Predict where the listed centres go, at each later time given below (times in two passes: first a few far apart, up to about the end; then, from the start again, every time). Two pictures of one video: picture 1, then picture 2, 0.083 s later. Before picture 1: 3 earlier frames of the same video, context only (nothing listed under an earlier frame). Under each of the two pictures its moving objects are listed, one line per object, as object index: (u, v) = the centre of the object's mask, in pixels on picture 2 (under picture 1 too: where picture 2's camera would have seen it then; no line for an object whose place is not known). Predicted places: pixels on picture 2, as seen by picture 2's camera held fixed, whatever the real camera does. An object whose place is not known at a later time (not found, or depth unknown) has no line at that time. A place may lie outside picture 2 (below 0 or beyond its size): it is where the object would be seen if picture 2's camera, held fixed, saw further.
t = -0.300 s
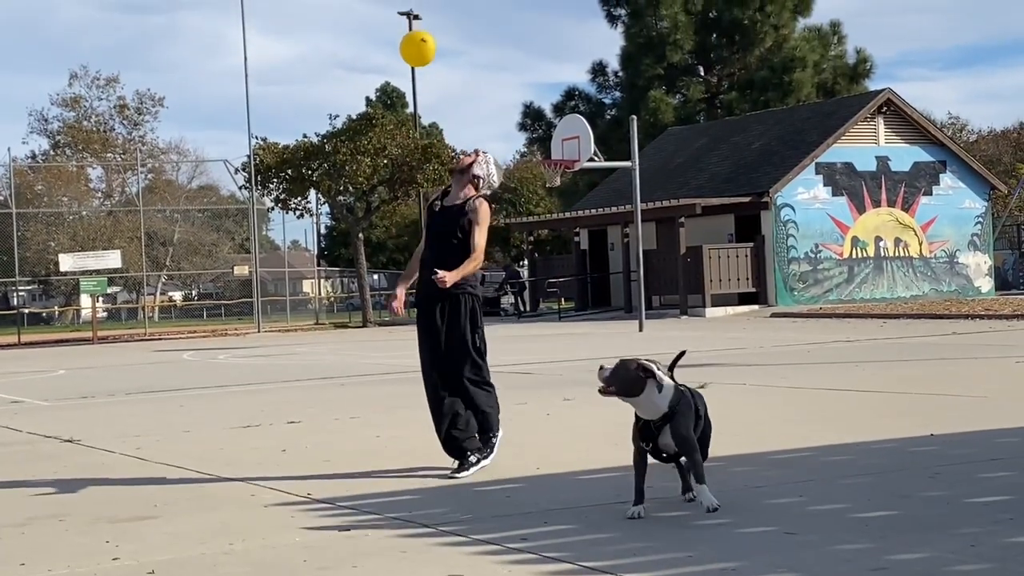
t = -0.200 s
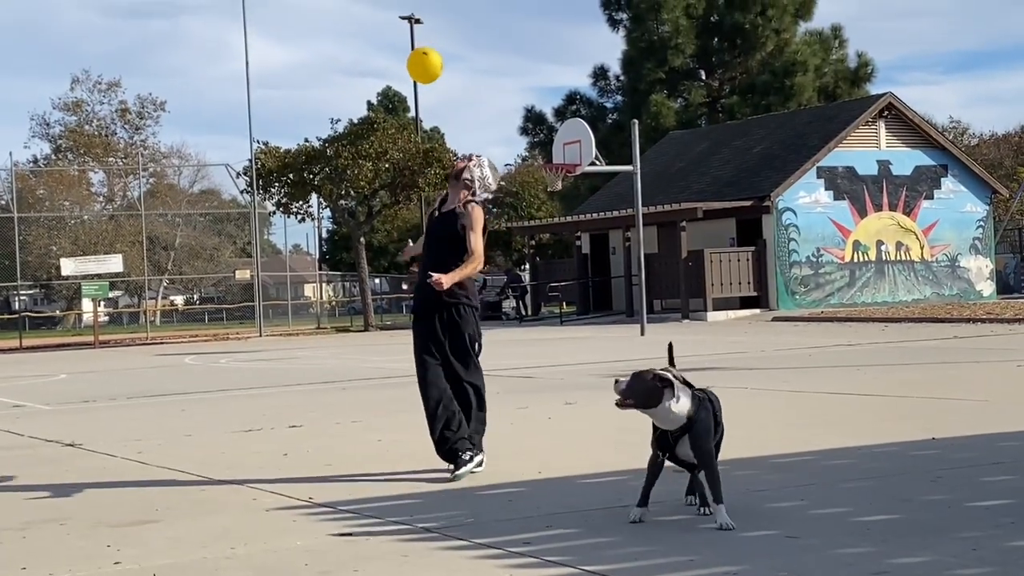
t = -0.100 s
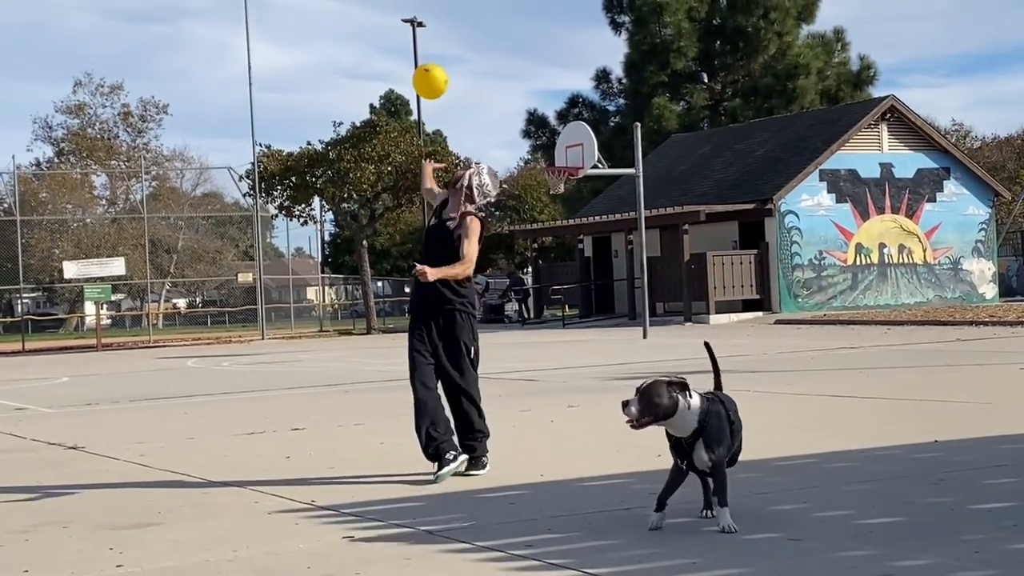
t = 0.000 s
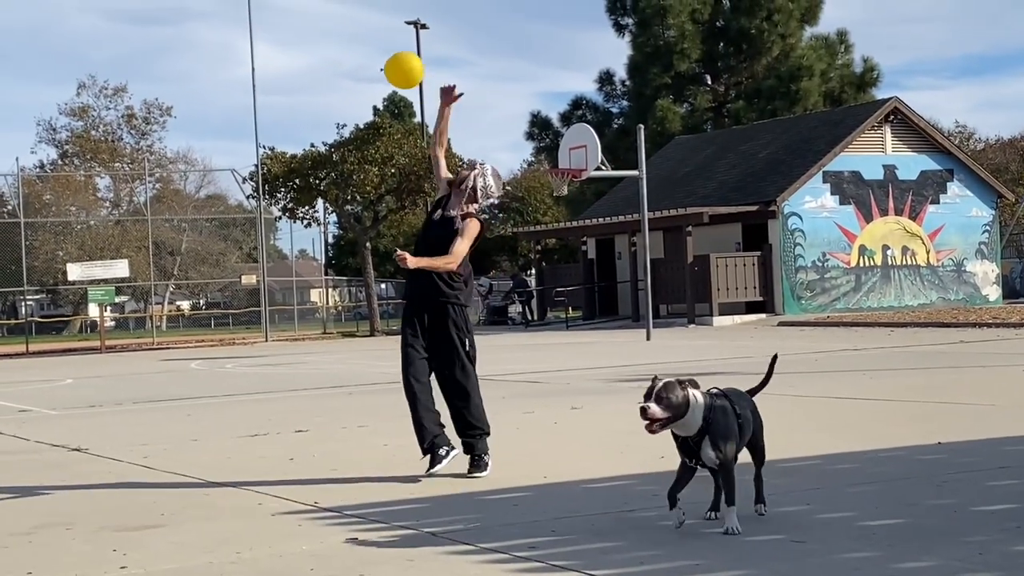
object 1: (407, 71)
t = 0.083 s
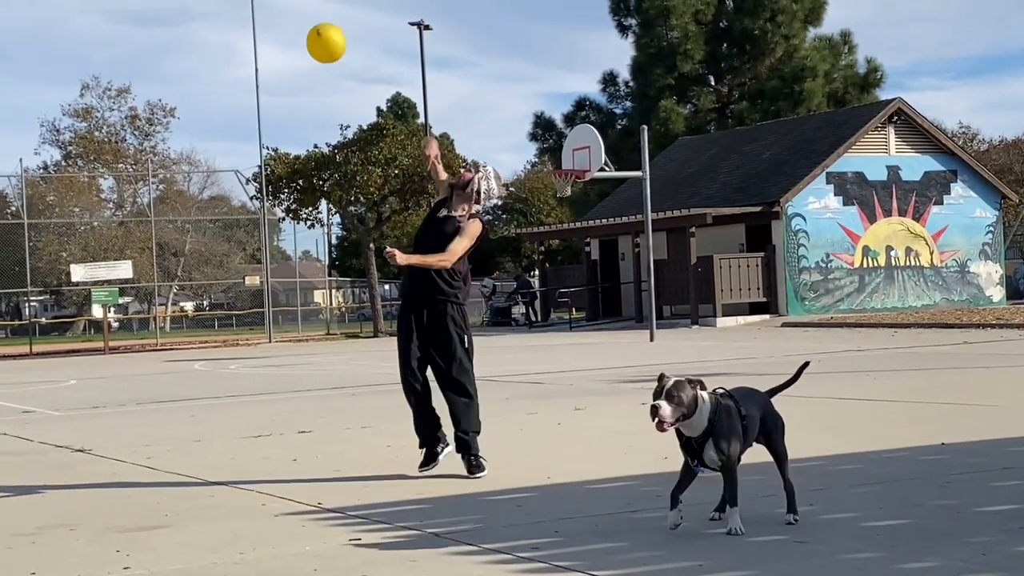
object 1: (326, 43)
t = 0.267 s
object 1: (199, 49)
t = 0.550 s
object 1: (86, 89)
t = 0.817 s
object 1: (25, 135)
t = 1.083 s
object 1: (-8, 180)
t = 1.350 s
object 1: (-21, 229)
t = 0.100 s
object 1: (312, 40)
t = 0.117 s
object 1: (298, 38)
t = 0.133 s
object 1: (284, 37)
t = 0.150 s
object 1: (271, 37)
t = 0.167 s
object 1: (258, 38)
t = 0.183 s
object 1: (246, 40)
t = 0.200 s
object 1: (235, 41)
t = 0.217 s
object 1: (225, 43)
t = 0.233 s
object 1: (215, 46)
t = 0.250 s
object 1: (207, 47)
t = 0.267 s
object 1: (199, 49)
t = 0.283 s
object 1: (190, 50)
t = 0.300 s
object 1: (182, 52)
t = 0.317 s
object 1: (174, 54)
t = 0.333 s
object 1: (167, 57)
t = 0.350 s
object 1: (158, 59)
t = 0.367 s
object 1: (151, 62)
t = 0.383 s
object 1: (143, 65)
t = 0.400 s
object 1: (137, 67)
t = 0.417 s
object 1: (130, 69)
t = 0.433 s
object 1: (124, 72)
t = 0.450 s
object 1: (118, 75)
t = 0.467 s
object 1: (112, 78)
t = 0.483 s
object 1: (107, 80)
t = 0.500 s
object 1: (102, 82)
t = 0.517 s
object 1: (97, 84)
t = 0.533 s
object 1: (91, 86)
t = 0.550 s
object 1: (86, 89)
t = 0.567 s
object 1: (81, 91)
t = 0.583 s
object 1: (76, 94)
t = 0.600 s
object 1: (71, 97)
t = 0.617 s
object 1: (66, 100)
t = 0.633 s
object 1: (61, 103)
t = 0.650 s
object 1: (56, 106)
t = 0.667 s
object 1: (52, 109)
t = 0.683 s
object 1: (48, 112)
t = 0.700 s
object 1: (45, 115)
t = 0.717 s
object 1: (42, 118)
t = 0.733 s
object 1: (38, 121)
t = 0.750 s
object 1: (35, 124)
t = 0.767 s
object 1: (32, 127)
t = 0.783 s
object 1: (30, 130)
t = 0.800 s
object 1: (27, 132)
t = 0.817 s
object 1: (25, 135)
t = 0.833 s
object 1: (22, 137)
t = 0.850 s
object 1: (19, 140)
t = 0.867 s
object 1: (17, 142)
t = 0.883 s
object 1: (14, 145)
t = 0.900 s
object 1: (11, 148)
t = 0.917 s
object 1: (9, 151)
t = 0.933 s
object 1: (7, 153)
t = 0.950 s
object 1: (4, 156)
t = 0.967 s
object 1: (2, 159)
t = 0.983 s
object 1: (0, 162)
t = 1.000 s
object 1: (-2, 165)
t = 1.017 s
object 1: (-4, 169)
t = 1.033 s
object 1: (-6, 171)
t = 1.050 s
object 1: (-6, 174)
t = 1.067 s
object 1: (-7, 177)
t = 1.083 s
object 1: (-8, 180)
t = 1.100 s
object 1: (-9, 182)
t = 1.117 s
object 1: (-10, 186)
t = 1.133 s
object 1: (-11, 189)
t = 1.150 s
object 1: (-12, 192)
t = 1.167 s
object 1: (-13, 195)
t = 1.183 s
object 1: (-13, 198)
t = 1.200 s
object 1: (-13, 200)
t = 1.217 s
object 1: (-14, 203)
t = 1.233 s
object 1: (-15, 206)
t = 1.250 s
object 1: (-15, 209)
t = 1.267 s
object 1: (-16, 212)
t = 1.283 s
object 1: (-17, 215)
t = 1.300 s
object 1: (-18, 219)
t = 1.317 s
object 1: (-19, 222)
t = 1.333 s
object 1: (-20, 226)
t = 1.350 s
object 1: (-21, 229)
